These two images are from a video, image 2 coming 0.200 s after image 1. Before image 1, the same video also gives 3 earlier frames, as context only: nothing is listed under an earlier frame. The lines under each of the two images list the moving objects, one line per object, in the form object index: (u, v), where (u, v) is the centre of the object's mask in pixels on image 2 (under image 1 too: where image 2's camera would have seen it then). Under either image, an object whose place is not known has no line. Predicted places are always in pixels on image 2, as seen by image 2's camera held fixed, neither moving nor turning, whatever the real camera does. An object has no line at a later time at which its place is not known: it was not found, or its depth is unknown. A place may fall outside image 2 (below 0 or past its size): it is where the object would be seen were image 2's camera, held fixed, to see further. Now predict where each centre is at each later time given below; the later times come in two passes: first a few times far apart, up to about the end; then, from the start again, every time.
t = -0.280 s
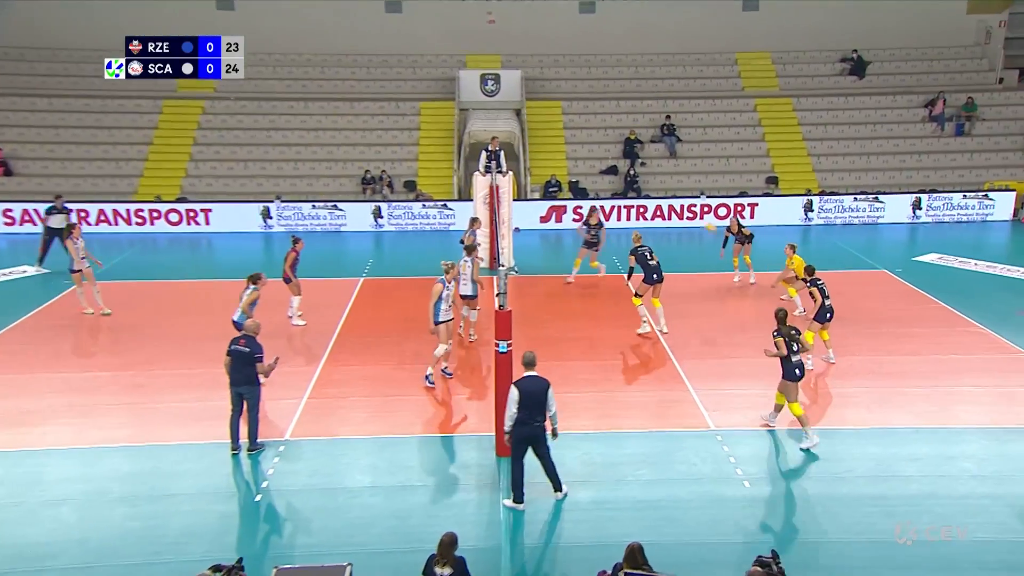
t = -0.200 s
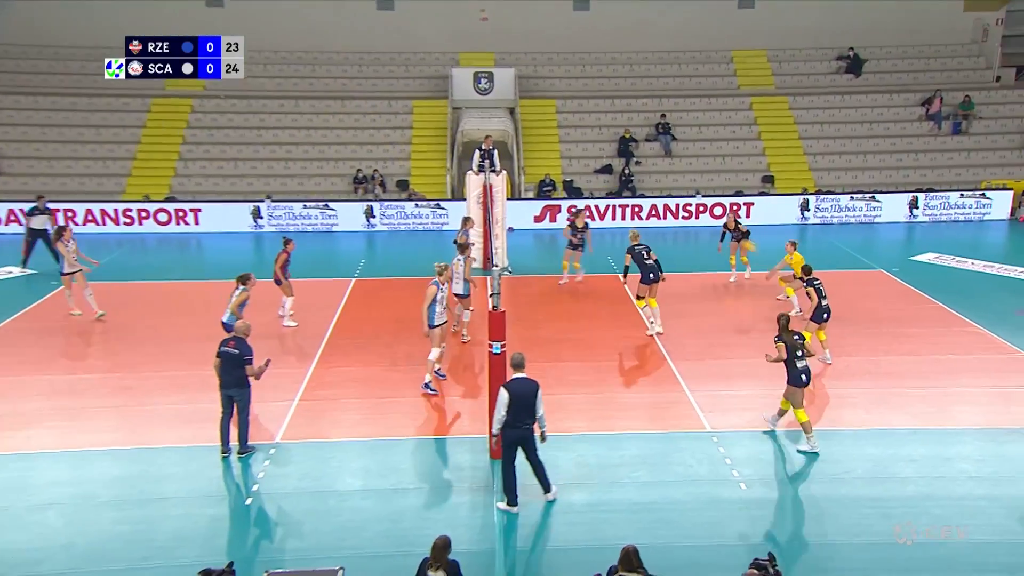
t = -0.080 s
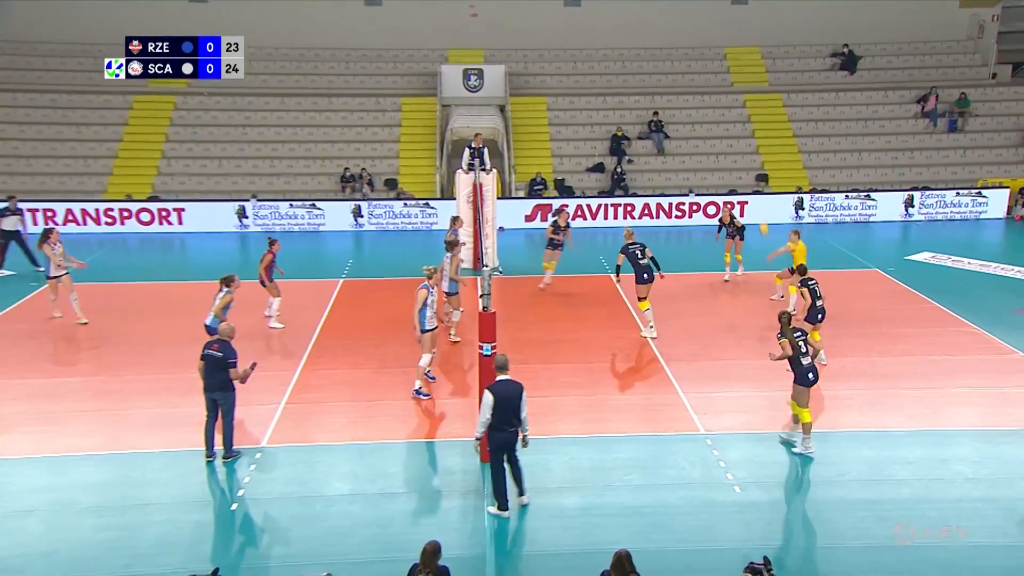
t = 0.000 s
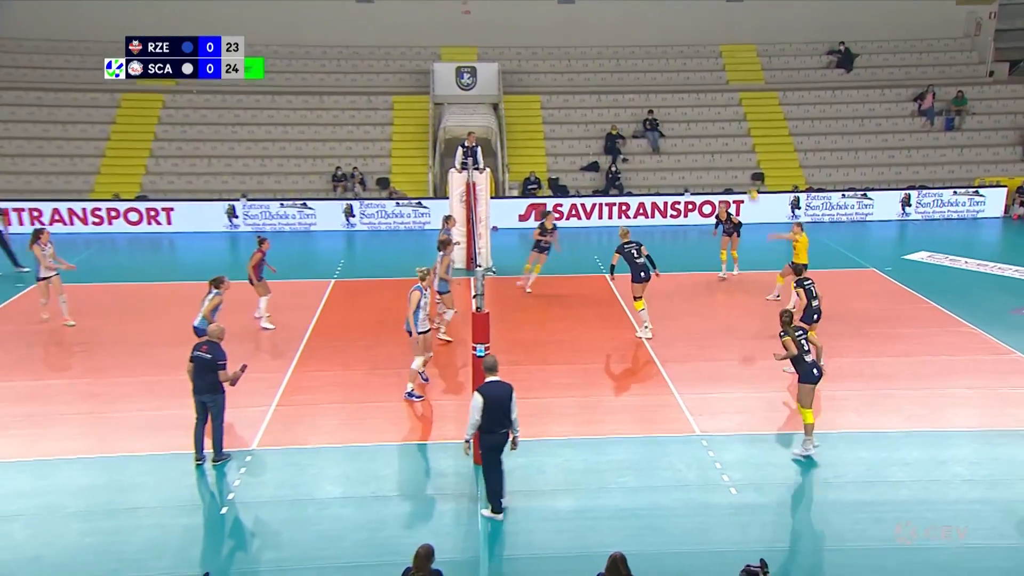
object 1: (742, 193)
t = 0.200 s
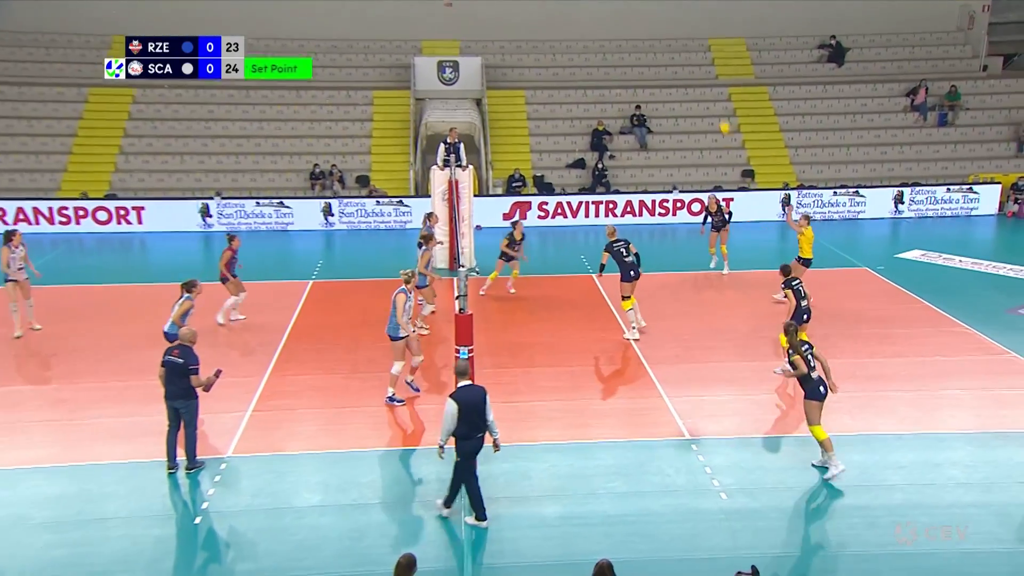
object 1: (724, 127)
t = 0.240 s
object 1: (721, 116)
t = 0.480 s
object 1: (699, 68)
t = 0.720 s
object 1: (675, 54)
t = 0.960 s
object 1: (652, 71)
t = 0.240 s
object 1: (721, 116)
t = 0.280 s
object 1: (717, 106)
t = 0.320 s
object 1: (714, 96)
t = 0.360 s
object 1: (710, 88)
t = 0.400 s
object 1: (707, 81)
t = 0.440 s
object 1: (703, 73)
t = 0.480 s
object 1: (699, 68)
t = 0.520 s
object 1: (695, 63)
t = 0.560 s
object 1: (690, 58)
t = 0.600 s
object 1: (686, 57)
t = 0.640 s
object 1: (683, 55)
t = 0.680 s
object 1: (679, 54)
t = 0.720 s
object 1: (675, 54)
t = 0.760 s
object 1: (671, 55)
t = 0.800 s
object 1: (667, 56)
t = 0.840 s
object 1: (663, 59)
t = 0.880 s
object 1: (659, 62)
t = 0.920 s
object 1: (656, 66)
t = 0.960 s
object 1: (652, 71)
